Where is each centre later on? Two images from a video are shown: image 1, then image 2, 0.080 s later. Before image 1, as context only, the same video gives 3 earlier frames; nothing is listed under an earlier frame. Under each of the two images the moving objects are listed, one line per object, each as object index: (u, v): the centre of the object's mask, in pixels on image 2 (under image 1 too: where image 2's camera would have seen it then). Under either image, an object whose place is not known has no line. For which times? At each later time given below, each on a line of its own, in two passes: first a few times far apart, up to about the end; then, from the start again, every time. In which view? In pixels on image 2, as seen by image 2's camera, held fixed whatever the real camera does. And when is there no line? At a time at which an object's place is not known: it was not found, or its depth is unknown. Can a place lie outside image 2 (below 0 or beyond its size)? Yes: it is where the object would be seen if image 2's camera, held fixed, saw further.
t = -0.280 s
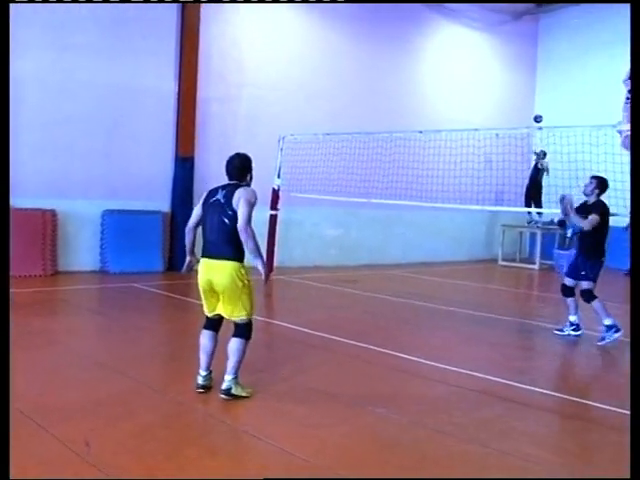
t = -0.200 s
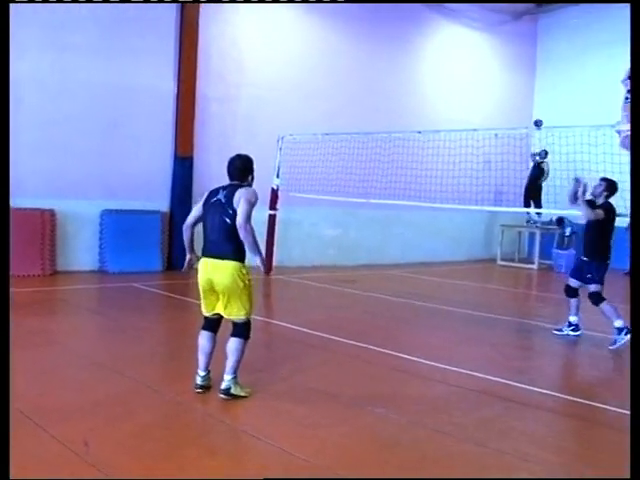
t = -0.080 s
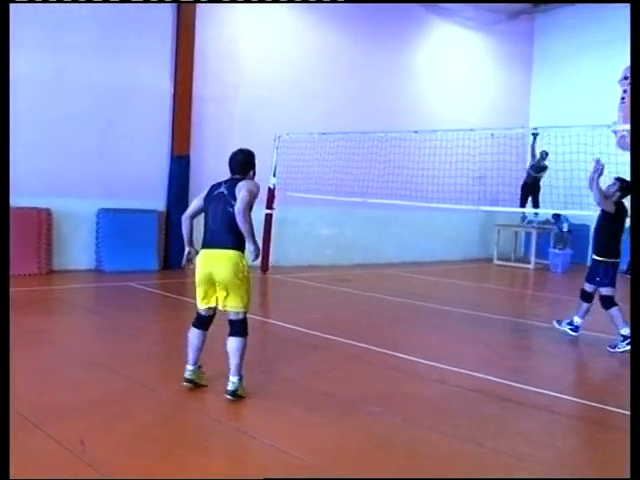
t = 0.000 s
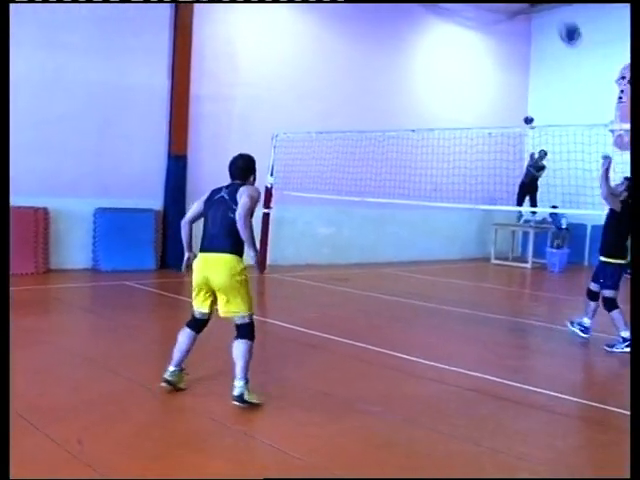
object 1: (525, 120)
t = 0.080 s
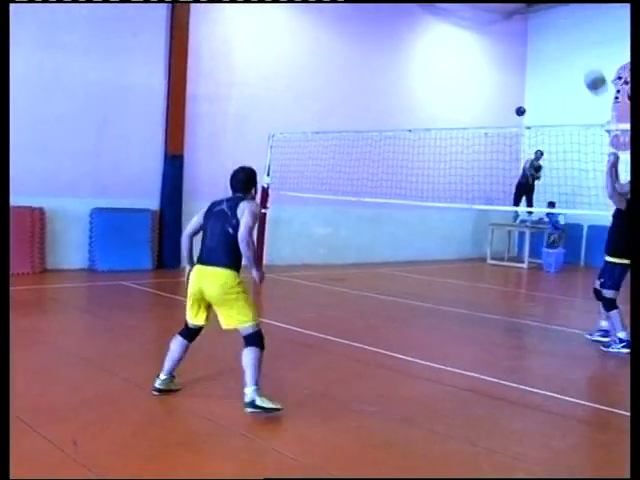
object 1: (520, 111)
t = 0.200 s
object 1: (510, 102)
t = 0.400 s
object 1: (475, 103)
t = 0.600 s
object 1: (412, 131)
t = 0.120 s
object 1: (518, 107)
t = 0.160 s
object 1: (514, 105)
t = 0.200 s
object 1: (510, 102)
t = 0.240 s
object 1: (505, 101)
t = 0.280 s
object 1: (501, 100)
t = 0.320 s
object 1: (493, 100)
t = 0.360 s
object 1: (485, 101)
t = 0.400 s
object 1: (475, 103)
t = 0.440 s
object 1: (465, 106)
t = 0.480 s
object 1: (454, 110)
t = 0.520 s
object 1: (441, 116)
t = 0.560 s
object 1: (427, 123)
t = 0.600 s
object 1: (412, 131)
